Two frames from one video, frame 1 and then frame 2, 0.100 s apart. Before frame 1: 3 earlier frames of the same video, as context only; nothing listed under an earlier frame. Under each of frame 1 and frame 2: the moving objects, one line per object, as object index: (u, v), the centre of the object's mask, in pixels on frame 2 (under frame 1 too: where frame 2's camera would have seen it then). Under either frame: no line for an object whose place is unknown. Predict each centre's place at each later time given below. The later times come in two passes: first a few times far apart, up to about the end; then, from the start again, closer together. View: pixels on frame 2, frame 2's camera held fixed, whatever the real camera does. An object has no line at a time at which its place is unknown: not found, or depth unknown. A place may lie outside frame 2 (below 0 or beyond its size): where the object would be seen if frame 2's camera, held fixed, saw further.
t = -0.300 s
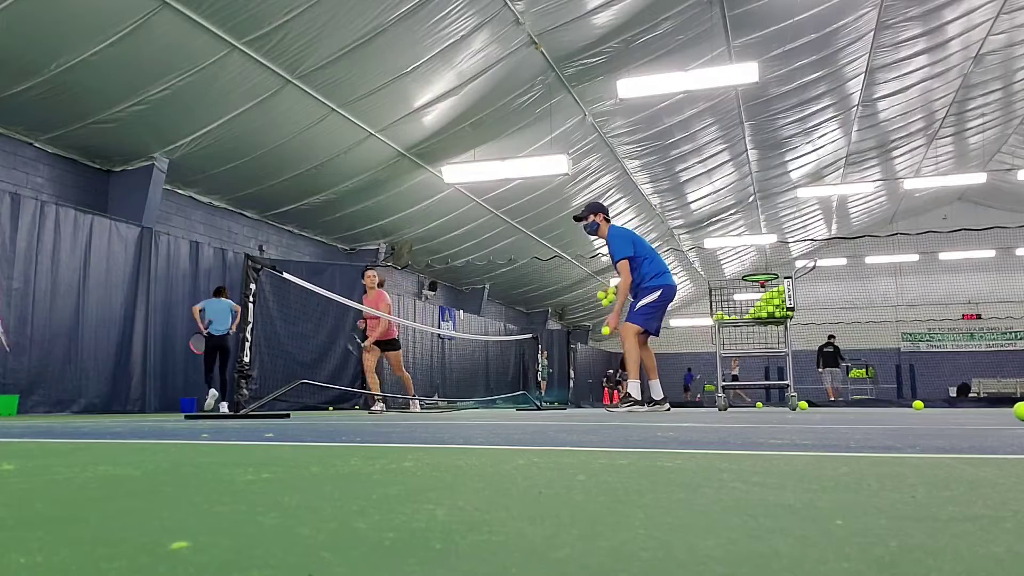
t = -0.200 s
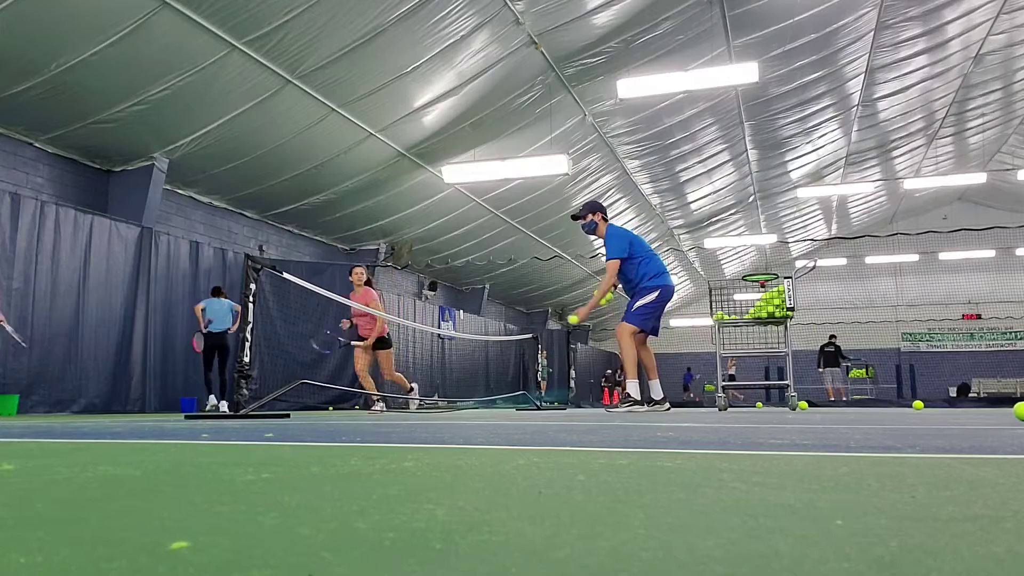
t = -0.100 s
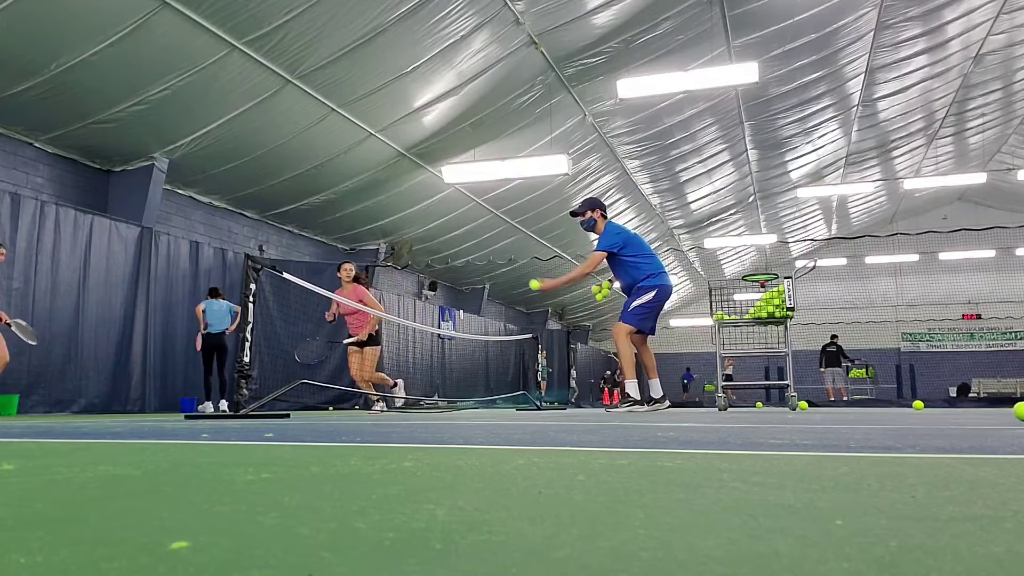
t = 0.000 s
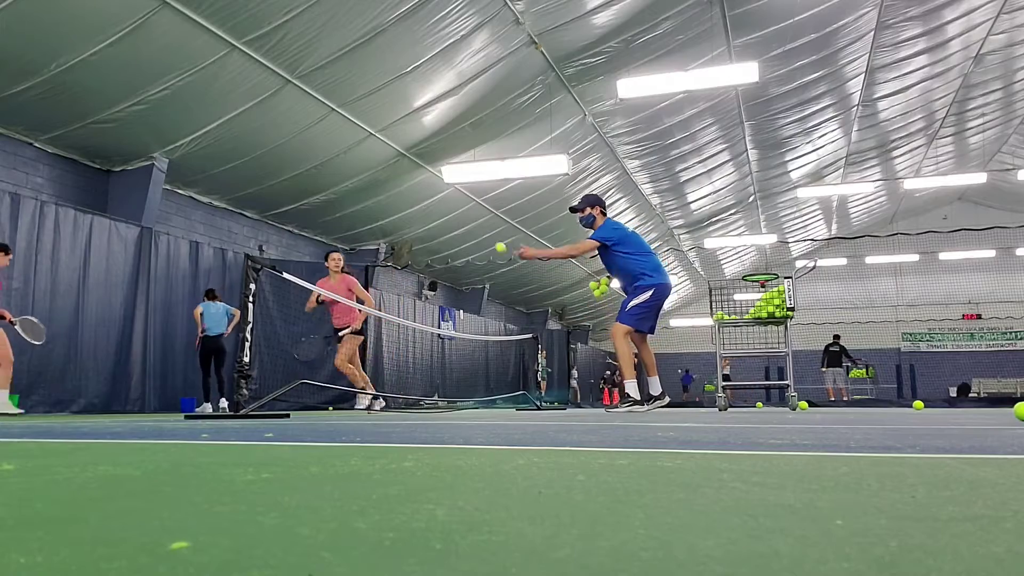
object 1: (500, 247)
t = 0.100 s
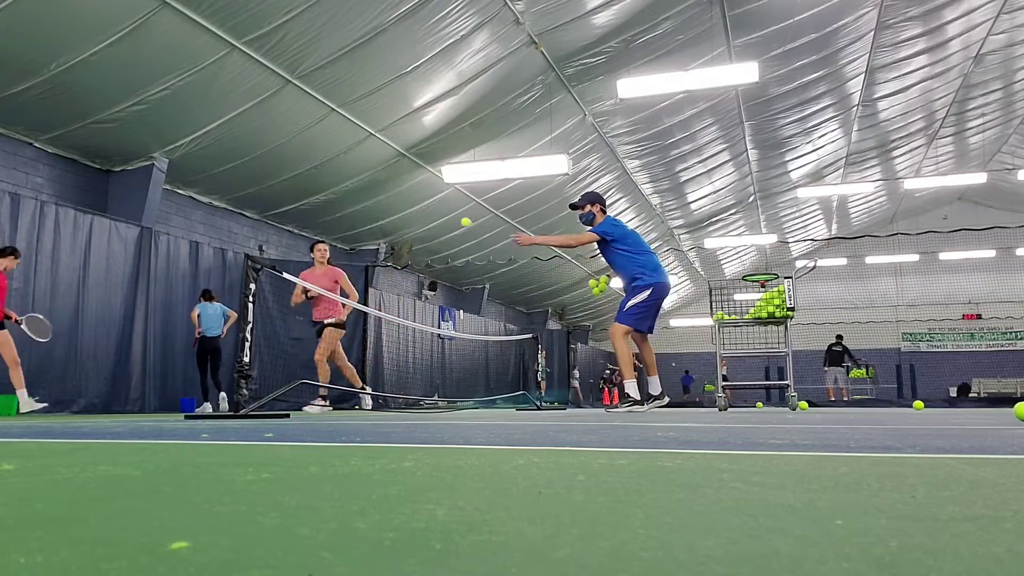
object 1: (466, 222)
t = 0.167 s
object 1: (442, 213)
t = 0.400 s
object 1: (355, 230)
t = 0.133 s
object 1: (454, 217)
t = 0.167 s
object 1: (442, 213)
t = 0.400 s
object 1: (355, 230)
